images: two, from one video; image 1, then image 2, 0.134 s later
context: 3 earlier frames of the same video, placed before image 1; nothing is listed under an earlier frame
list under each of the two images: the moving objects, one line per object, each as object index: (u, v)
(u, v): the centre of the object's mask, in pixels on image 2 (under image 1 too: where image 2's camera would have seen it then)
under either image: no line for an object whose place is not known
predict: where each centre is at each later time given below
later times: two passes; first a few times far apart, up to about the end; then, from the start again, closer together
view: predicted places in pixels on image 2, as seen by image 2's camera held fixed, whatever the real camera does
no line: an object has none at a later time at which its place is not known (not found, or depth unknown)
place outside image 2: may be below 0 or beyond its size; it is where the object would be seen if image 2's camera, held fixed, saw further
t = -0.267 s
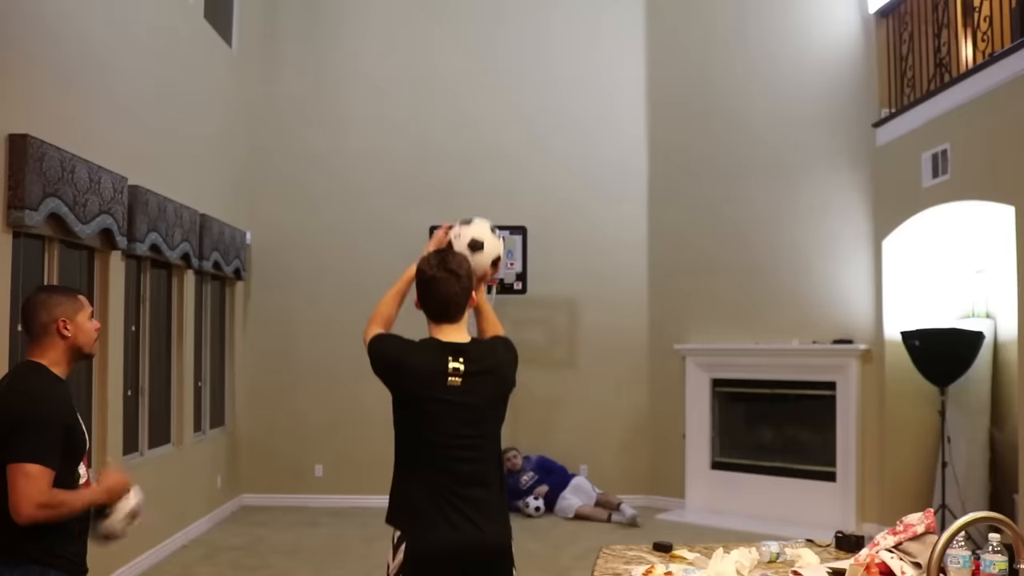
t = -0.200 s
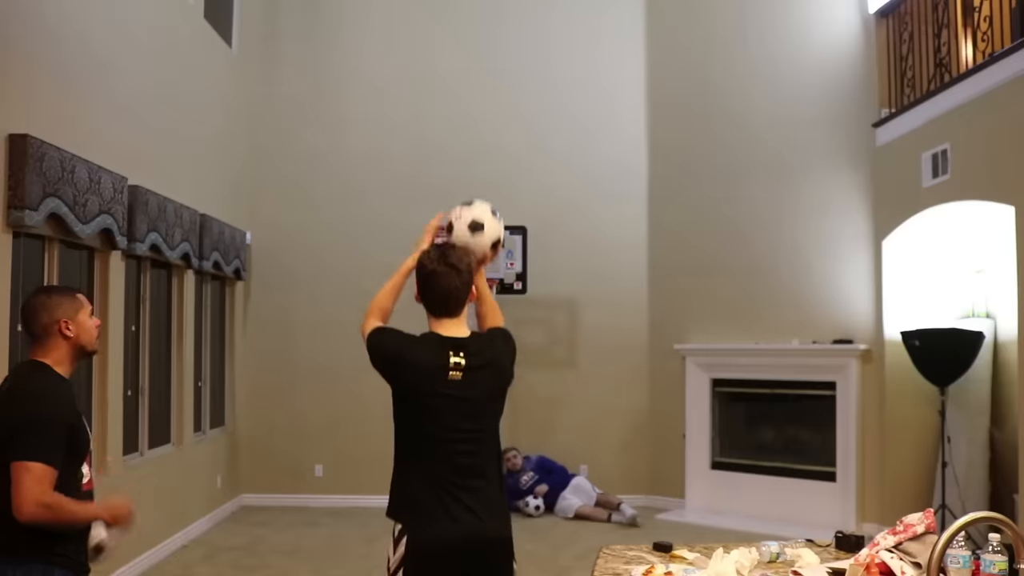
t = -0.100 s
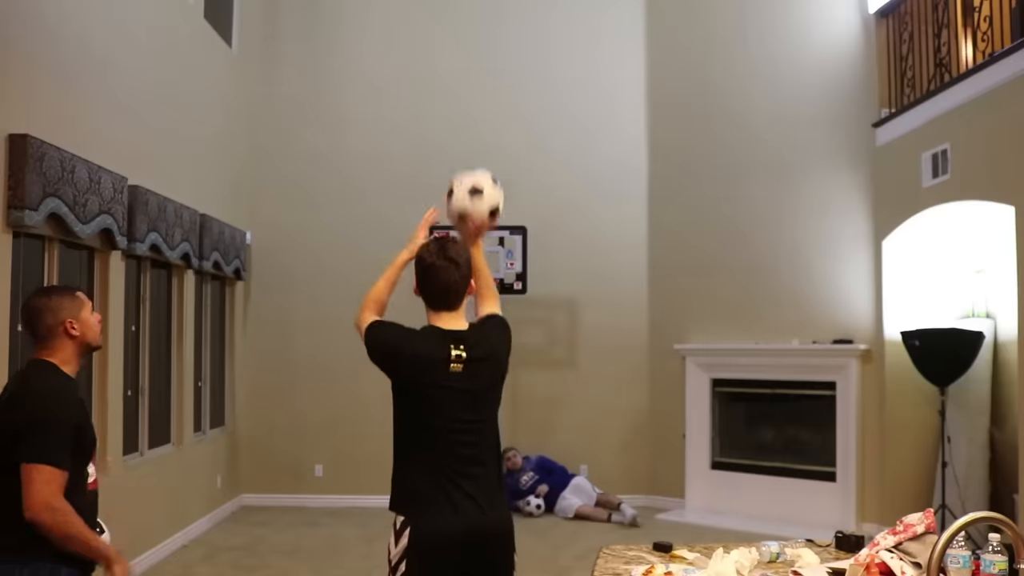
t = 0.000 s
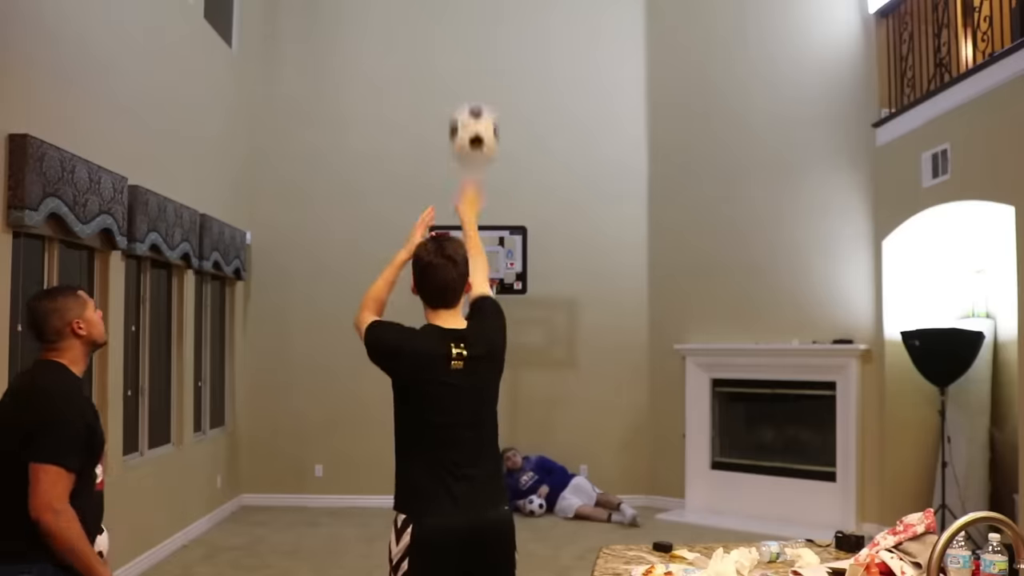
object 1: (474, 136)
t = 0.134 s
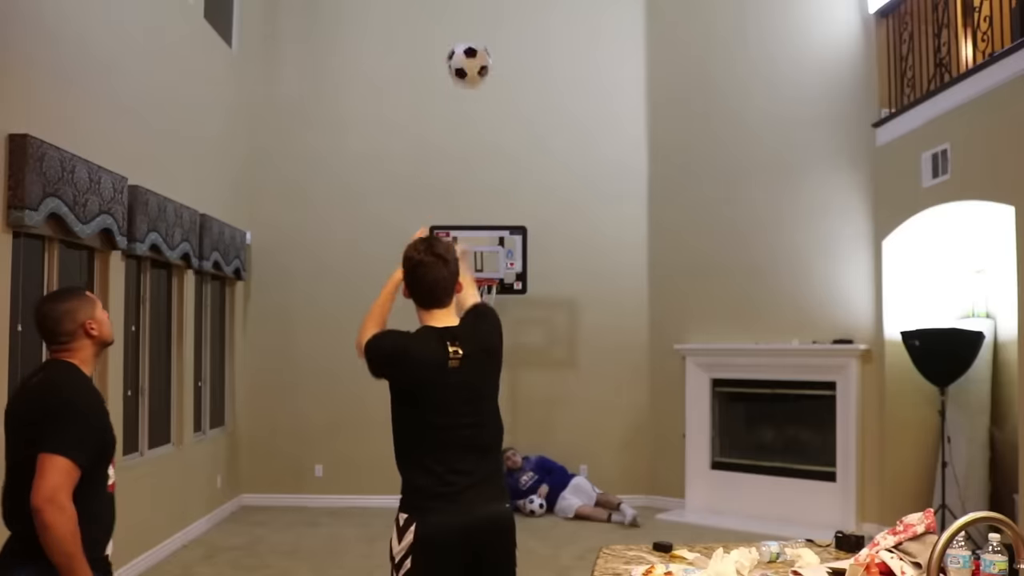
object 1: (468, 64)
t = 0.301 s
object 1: (466, 45)
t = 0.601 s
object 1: (464, 120)
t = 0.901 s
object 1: (463, 268)
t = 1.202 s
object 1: (481, 260)
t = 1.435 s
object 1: (498, 268)
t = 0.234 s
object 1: (467, 45)
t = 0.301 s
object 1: (466, 45)
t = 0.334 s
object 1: (465, 48)
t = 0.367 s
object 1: (466, 53)
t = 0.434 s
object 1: (463, 66)
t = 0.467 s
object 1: (463, 74)
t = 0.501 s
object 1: (463, 83)
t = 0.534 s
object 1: (463, 95)
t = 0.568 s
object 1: (463, 107)
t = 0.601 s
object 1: (464, 120)
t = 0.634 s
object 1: (464, 134)
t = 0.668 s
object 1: (463, 148)
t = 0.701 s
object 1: (464, 166)
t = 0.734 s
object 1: (463, 182)
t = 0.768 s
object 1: (463, 197)
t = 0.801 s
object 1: (463, 214)
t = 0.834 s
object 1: (463, 234)
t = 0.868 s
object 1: (463, 256)
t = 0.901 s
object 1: (463, 268)
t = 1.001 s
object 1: (464, 275)
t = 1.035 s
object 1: (469, 268)
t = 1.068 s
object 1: (472, 263)
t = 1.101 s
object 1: (475, 262)
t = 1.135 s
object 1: (477, 261)
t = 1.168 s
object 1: (479, 259)
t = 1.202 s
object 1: (481, 260)
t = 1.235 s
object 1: (484, 263)
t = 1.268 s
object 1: (487, 265)
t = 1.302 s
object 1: (488, 265)
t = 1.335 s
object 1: (490, 268)
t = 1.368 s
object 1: (492, 268)
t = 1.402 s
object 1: (495, 267)
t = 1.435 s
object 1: (498, 268)
